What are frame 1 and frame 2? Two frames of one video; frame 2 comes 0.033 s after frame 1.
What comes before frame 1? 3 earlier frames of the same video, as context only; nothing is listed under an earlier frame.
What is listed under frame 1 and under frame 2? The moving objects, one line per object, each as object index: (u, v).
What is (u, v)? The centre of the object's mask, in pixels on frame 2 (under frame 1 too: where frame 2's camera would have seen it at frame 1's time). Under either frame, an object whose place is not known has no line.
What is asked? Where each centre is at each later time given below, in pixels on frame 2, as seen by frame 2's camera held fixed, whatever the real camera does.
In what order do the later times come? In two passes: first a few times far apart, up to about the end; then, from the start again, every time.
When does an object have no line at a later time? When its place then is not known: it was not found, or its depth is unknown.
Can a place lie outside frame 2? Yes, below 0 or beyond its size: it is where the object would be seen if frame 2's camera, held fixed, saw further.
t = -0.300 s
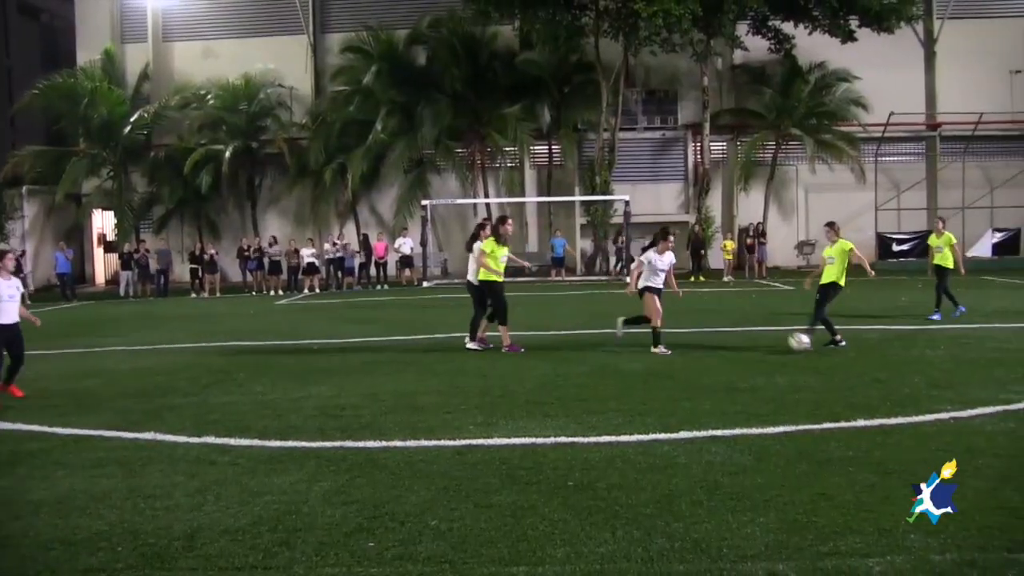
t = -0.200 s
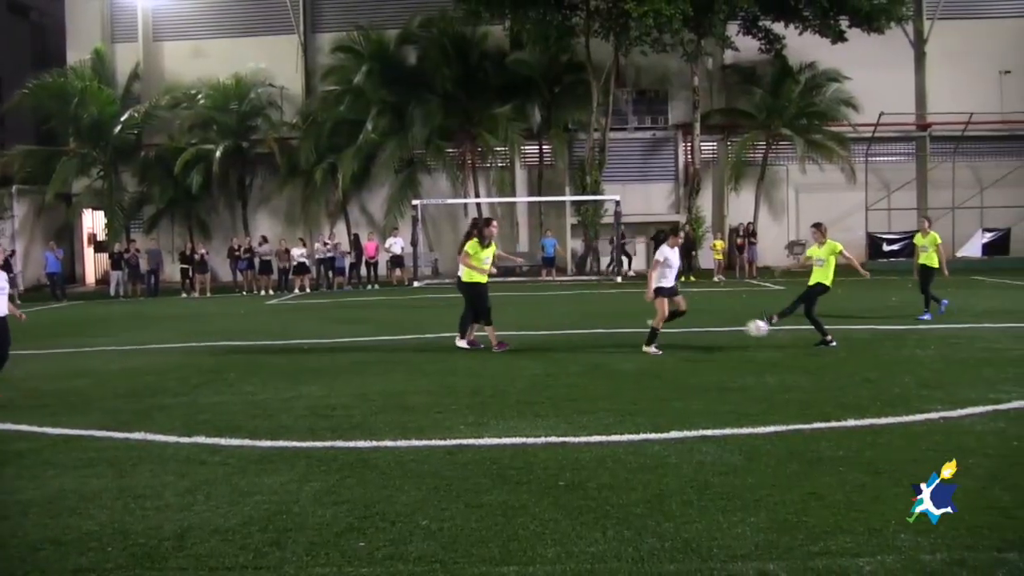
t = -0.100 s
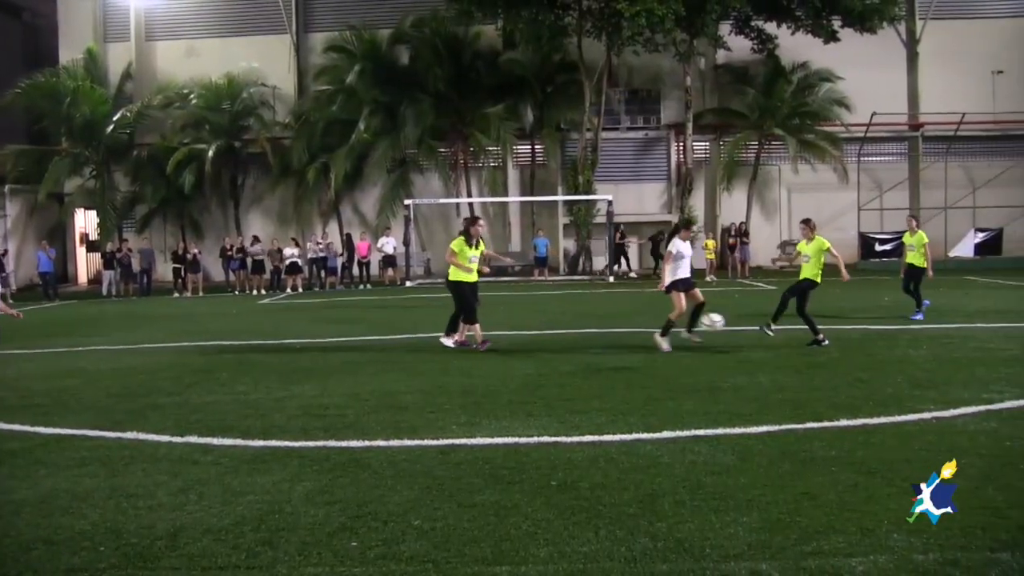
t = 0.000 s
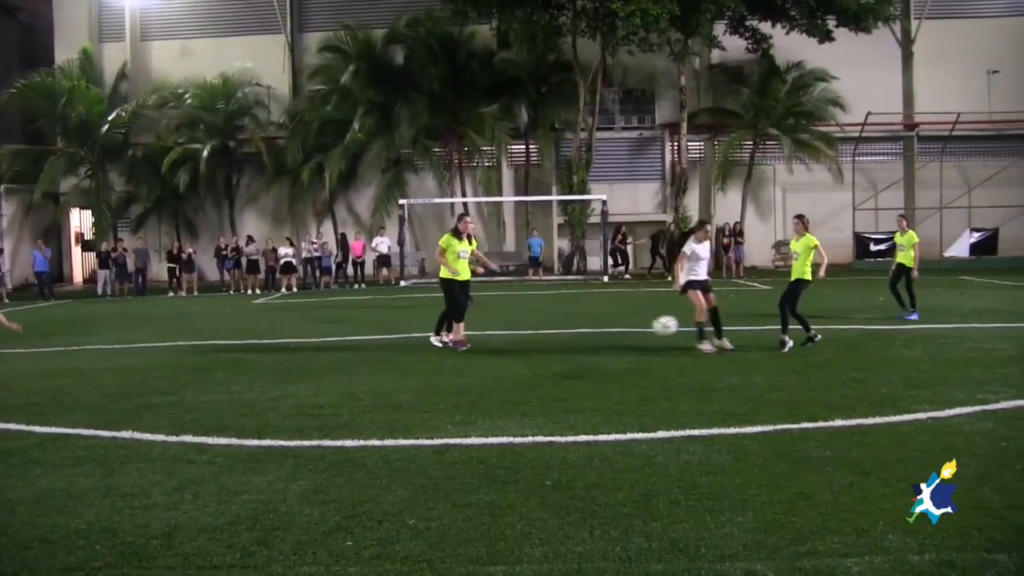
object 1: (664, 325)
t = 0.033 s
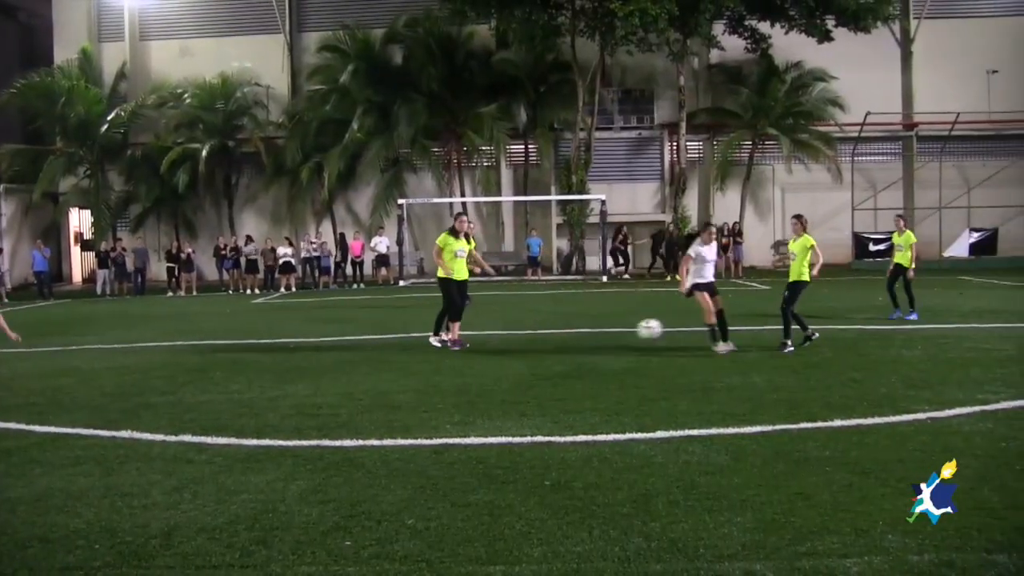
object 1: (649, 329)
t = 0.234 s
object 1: (548, 378)
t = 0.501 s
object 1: (421, 392)
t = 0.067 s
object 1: (634, 334)
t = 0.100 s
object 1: (618, 339)
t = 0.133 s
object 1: (602, 347)
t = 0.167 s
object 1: (584, 355)
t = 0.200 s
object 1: (567, 366)
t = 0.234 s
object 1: (548, 378)
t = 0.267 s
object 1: (530, 387)
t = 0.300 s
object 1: (515, 385)
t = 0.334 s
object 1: (501, 383)
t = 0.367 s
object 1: (486, 382)
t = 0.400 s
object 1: (470, 381)
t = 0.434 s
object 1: (454, 383)
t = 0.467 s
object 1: (438, 387)
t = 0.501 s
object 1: (421, 392)
